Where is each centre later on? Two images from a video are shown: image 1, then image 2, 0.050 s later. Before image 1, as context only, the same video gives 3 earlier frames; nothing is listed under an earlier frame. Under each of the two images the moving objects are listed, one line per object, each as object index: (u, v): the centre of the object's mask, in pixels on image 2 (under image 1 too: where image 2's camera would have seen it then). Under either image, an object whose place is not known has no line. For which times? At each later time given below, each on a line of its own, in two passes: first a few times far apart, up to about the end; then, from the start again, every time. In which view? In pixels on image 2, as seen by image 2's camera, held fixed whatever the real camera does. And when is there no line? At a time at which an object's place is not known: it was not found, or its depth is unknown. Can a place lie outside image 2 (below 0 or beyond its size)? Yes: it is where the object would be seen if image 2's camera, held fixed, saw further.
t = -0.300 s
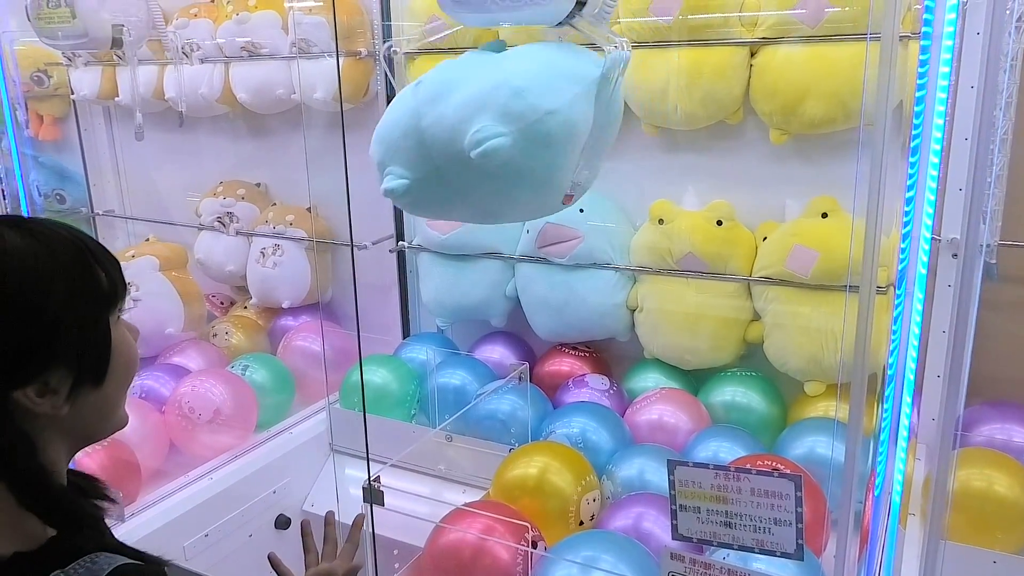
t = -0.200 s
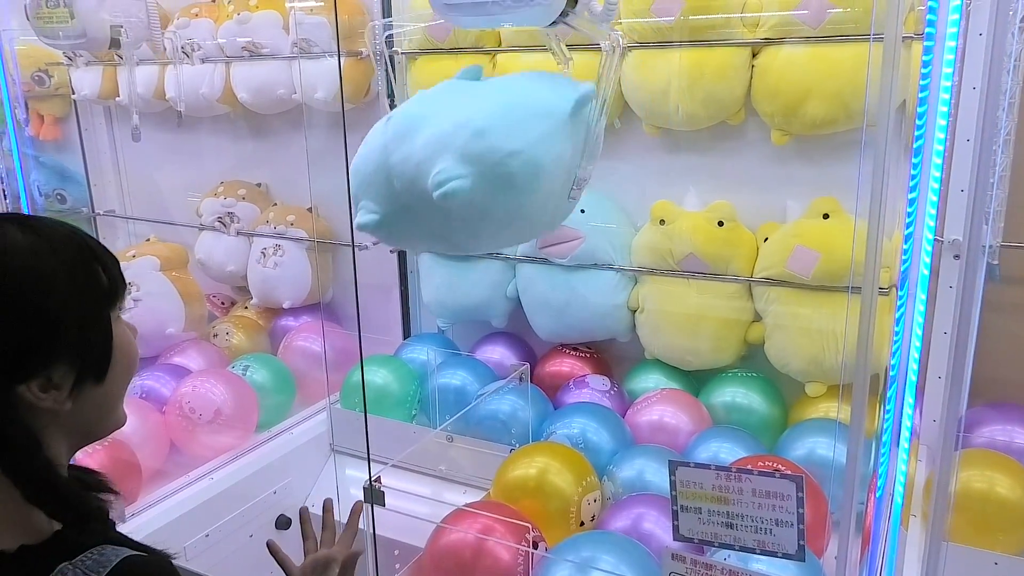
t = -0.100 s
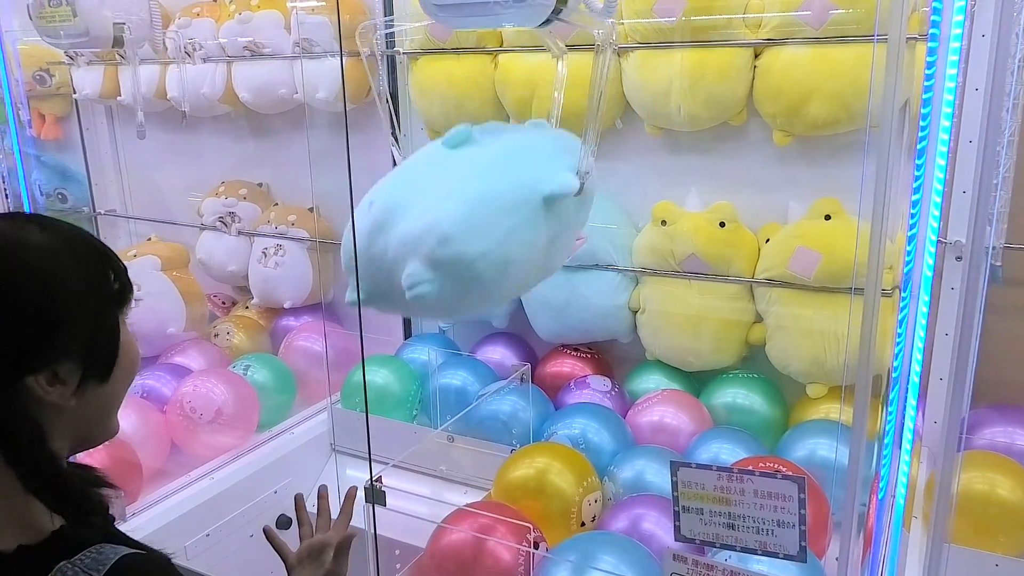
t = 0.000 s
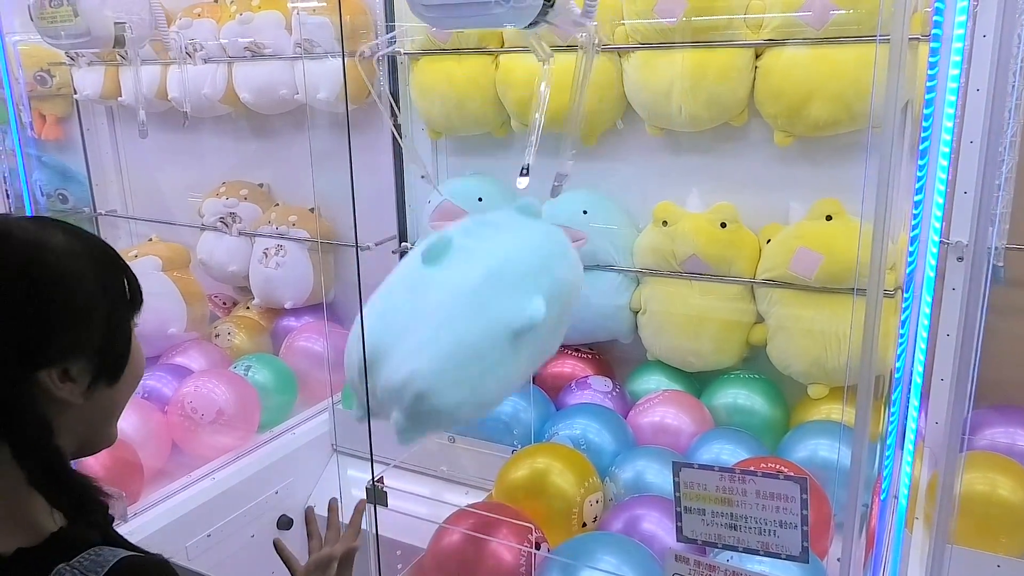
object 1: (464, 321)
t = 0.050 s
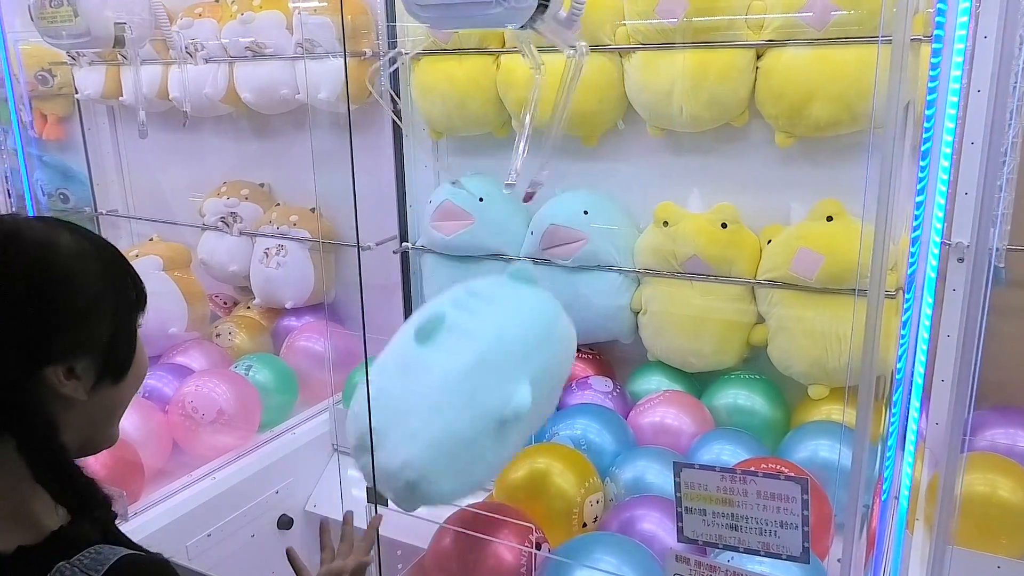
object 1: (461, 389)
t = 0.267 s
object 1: (564, 423)
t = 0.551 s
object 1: (709, 439)
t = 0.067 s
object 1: (460, 408)
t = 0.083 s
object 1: (461, 422)
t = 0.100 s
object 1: (464, 431)
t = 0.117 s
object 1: (468, 434)
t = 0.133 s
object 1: (473, 434)
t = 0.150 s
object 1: (481, 431)
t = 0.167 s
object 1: (492, 428)
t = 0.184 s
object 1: (505, 426)
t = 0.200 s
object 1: (518, 427)
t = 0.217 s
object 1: (530, 426)
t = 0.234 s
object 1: (542, 425)
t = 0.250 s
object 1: (553, 424)
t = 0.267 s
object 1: (564, 423)
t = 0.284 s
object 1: (575, 422)
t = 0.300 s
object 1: (585, 420)
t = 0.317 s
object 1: (595, 418)
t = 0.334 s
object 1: (604, 416)
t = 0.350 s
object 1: (613, 415)
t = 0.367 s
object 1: (622, 414)
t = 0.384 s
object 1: (631, 413)
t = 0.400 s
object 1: (640, 413)
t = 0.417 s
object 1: (648, 414)
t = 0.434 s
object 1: (656, 415)
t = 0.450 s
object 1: (665, 417)
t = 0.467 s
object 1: (674, 419)
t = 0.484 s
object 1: (681, 422)
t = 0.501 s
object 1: (689, 426)
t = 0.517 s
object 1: (696, 429)
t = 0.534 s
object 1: (701, 434)
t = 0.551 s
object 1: (709, 439)
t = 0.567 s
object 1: (714, 444)
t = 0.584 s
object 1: (720, 451)
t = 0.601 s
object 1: (723, 455)
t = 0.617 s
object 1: (729, 463)
